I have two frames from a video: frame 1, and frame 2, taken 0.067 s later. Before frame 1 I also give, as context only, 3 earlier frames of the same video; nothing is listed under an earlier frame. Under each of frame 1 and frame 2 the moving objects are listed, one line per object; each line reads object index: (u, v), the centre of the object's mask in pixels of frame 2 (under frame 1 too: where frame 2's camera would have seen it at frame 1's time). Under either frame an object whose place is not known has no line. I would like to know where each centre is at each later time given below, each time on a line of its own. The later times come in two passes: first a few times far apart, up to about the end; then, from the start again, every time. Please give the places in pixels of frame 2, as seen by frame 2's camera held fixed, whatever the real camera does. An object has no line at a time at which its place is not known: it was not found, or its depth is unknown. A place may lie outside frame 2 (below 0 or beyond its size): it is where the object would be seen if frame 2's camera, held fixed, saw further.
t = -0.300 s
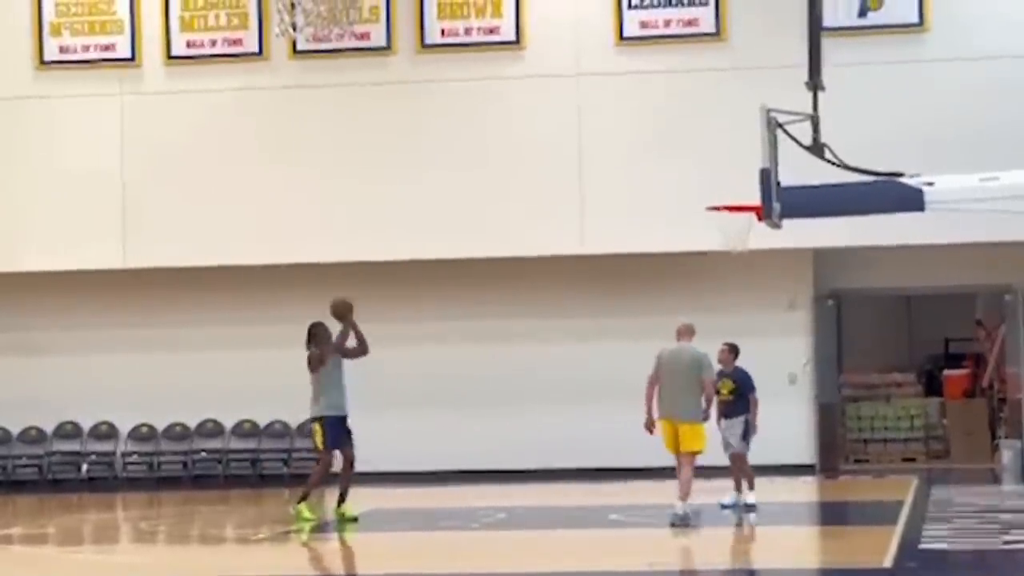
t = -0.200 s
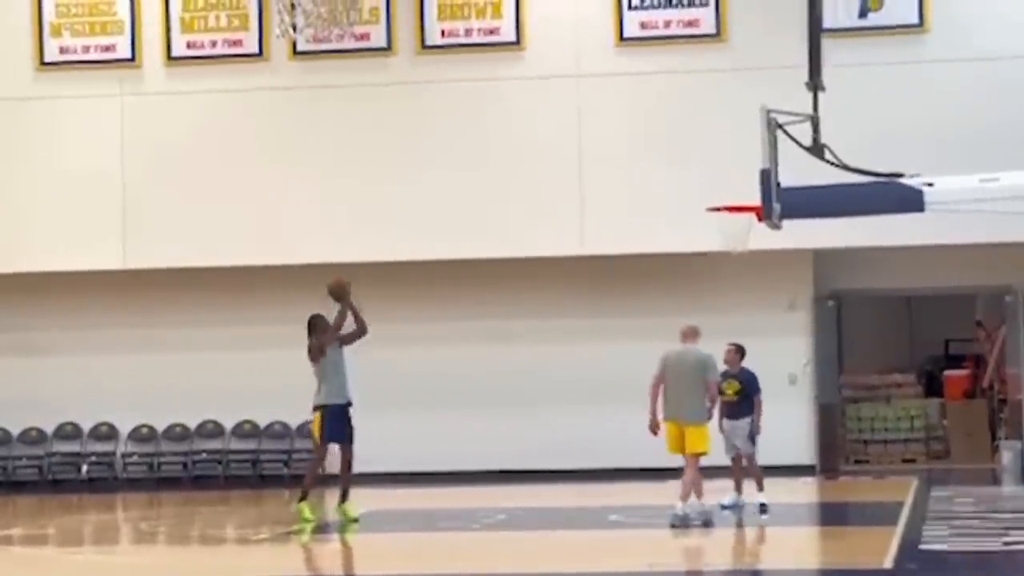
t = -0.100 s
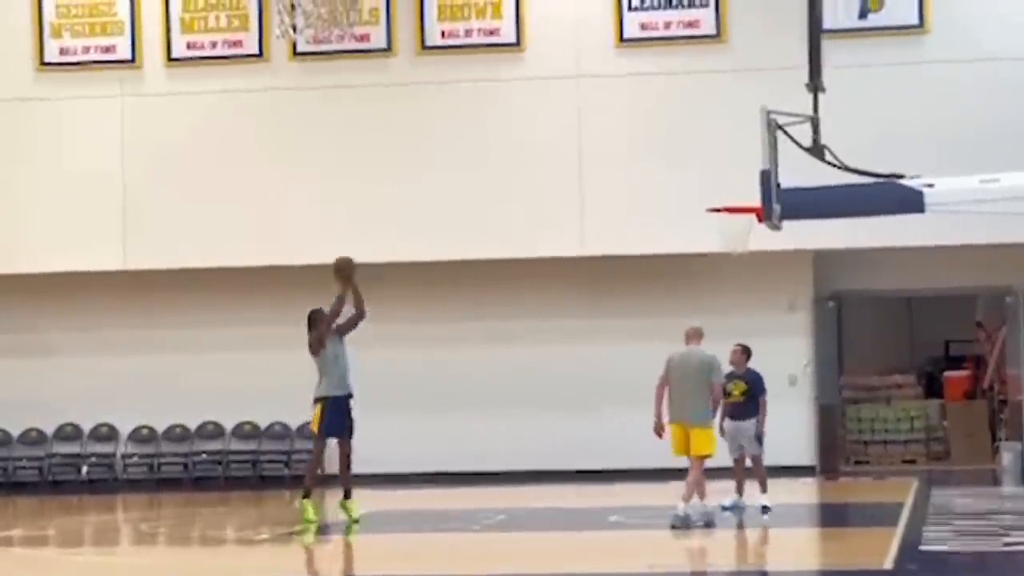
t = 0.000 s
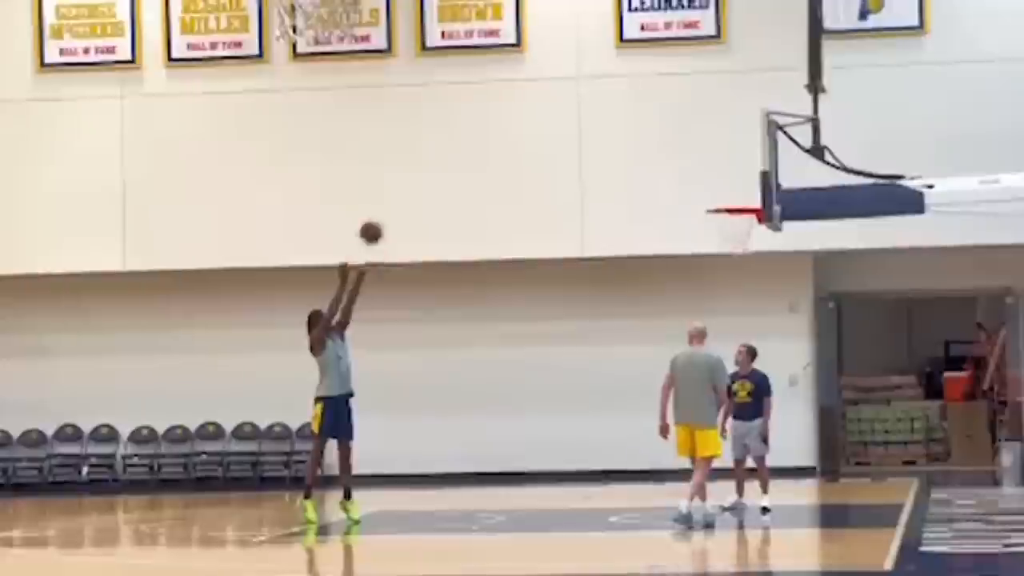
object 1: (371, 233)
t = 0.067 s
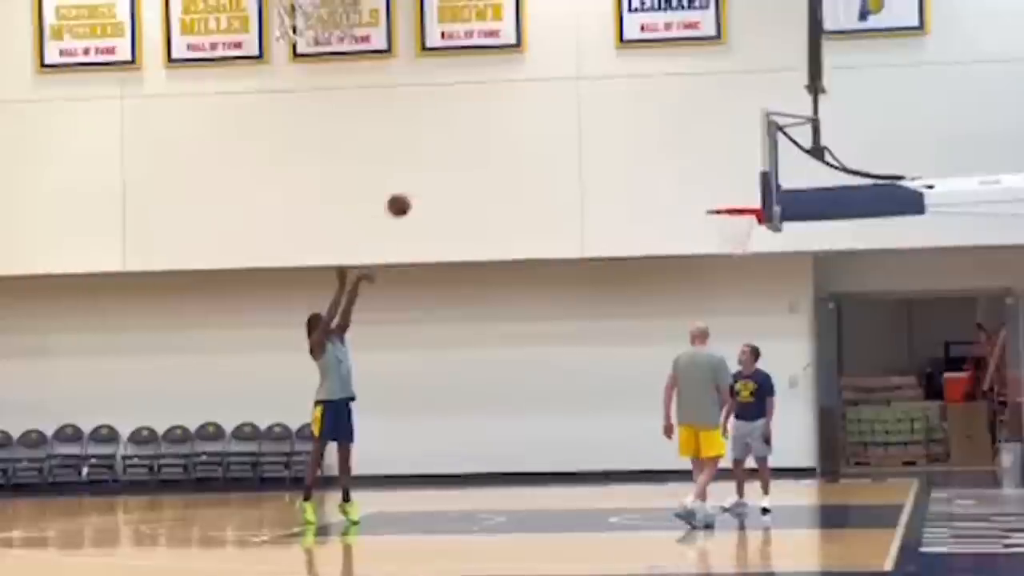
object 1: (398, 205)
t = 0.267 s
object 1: (482, 148)
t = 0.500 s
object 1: (580, 130)
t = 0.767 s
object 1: (693, 173)
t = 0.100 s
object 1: (412, 193)
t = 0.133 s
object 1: (426, 182)
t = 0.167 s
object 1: (440, 171)
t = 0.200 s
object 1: (454, 163)
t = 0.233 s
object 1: (468, 155)
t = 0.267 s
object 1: (482, 148)
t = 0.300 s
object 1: (496, 142)
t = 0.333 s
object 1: (510, 137)
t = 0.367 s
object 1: (524, 134)
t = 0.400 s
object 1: (538, 131)
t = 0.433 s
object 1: (552, 129)
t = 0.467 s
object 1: (566, 129)
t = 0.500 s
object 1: (580, 130)
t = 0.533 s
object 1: (594, 131)
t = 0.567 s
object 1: (608, 134)
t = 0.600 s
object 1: (622, 138)
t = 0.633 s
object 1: (636, 143)
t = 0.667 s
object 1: (651, 149)
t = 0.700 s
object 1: (664, 156)
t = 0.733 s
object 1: (679, 164)
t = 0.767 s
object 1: (693, 173)
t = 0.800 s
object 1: (706, 184)
